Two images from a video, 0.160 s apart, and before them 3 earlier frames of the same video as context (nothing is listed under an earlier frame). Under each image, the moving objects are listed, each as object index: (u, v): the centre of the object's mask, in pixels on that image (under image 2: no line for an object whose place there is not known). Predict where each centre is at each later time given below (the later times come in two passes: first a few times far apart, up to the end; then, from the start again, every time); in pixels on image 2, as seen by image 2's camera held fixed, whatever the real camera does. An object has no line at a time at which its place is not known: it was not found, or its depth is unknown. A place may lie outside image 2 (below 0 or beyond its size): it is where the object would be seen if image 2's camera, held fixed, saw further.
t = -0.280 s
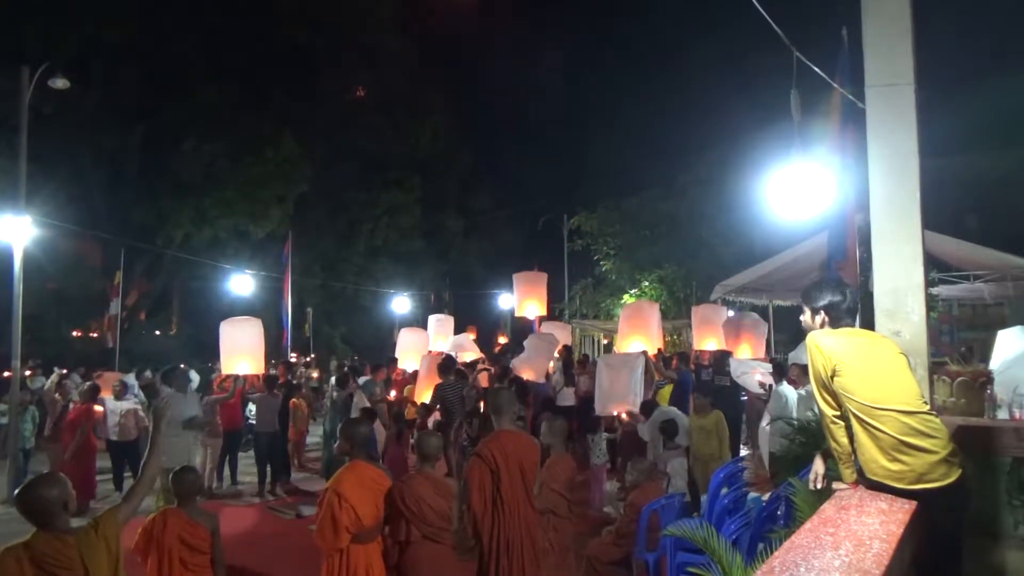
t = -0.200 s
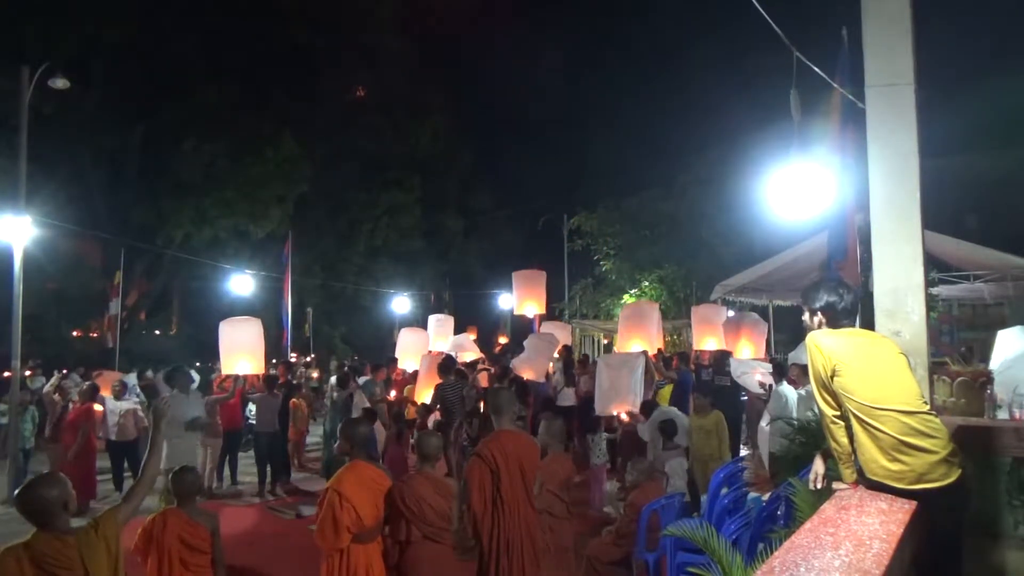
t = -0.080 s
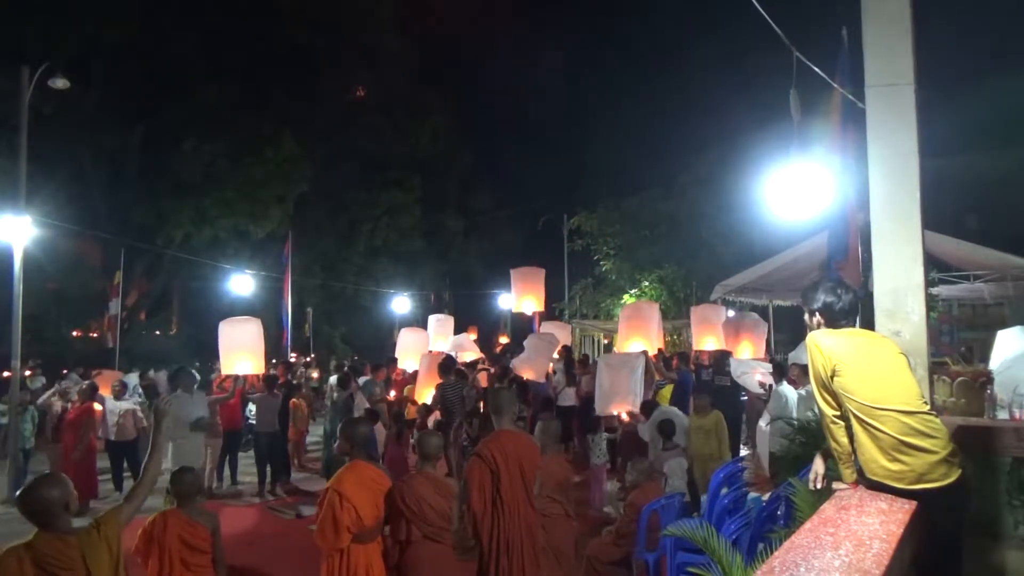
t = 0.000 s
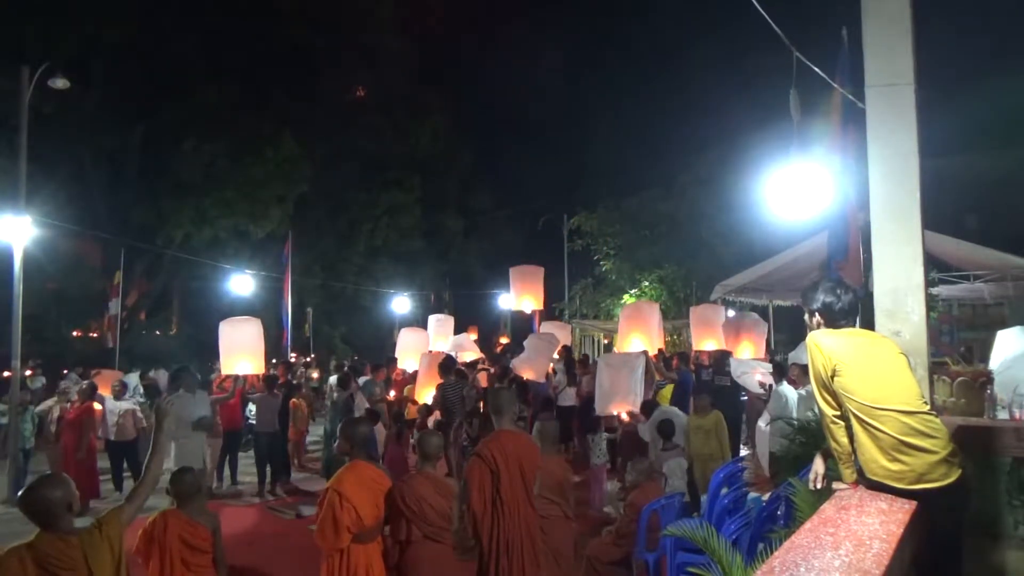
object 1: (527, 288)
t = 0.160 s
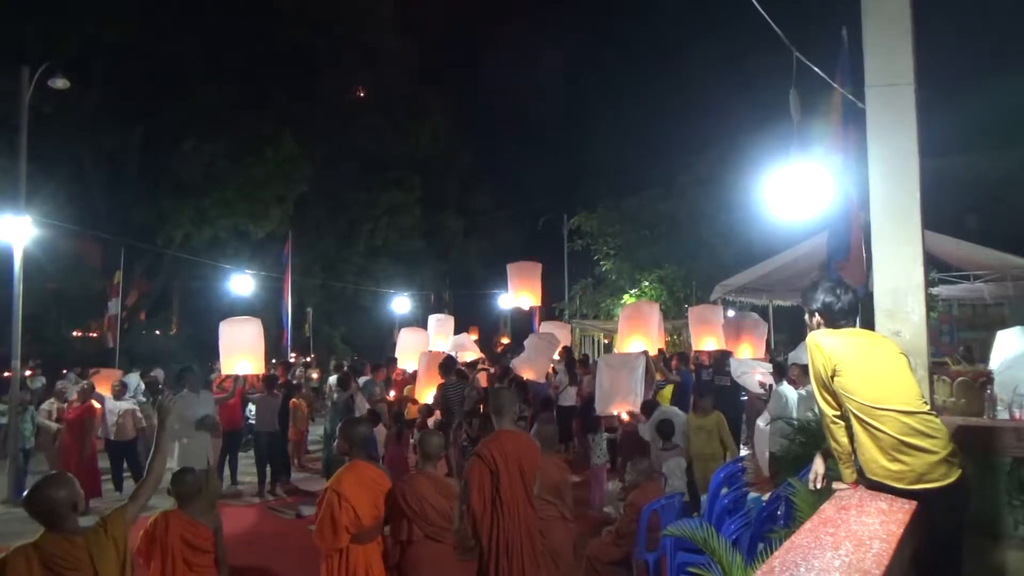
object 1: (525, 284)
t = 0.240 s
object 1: (523, 282)
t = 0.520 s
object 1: (519, 276)
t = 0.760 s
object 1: (515, 270)
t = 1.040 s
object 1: (510, 262)
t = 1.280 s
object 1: (505, 254)
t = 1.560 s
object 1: (499, 245)
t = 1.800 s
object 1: (494, 237)
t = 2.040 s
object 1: (488, 228)
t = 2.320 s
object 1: (482, 217)
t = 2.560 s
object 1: (476, 207)
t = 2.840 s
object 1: (469, 195)
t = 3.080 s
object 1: (464, 184)
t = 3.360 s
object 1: (458, 171)
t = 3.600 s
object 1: (453, 160)
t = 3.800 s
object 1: (449, 151)
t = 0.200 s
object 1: (524, 283)
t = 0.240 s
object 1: (523, 282)
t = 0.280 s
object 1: (523, 281)
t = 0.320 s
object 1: (522, 280)
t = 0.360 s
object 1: (522, 279)
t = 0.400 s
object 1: (521, 278)
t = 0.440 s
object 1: (520, 278)
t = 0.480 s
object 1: (520, 276)
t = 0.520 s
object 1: (519, 276)
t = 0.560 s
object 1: (518, 274)
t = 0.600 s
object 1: (518, 273)
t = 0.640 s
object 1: (517, 273)
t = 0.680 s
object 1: (516, 272)
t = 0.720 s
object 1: (515, 271)
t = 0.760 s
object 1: (515, 270)
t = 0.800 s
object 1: (514, 268)
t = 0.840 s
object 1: (513, 267)
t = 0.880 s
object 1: (513, 266)
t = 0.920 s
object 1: (512, 265)
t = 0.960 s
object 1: (511, 264)
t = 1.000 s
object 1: (510, 263)
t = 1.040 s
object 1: (510, 262)
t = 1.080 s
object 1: (509, 261)
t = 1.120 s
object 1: (508, 260)
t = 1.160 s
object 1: (507, 258)
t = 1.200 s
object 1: (507, 257)
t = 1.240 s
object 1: (506, 256)
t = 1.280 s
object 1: (505, 254)
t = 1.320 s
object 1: (504, 253)
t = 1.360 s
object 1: (503, 252)
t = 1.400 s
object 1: (503, 251)
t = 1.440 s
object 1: (502, 249)
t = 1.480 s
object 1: (501, 248)
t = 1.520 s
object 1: (500, 247)
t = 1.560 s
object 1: (499, 245)
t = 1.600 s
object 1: (498, 244)
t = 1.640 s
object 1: (497, 243)
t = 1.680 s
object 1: (497, 241)
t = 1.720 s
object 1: (496, 240)
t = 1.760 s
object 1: (495, 238)
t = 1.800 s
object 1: (494, 237)
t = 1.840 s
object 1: (493, 236)
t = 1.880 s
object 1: (492, 234)
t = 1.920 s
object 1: (491, 233)
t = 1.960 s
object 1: (490, 231)
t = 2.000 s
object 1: (489, 230)
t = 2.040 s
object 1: (488, 228)
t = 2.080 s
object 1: (487, 227)
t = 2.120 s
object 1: (486, 225)
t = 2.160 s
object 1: (485, 224)
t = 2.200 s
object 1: (485, 222)
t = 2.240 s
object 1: (484, 220)
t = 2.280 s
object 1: (483, 219)
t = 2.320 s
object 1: (482, 217)
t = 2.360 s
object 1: (481, 216)
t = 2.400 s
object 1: (480, 214)
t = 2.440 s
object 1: (479, 212)
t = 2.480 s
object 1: (478, 211)
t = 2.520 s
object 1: (477, 209)
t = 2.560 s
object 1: (476, 207)
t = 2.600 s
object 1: (475, 206)
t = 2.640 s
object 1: (474, 204)
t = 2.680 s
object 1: (473, 202)
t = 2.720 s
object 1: (472, 201)
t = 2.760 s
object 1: (471, 199)
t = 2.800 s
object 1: (470, 197)
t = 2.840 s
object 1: (469, 195)
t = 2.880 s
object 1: (469, 193)
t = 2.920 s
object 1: (468, 192)
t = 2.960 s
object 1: (467, 190)
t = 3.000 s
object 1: (466, 188)
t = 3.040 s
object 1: (465, 186)
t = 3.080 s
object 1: (464, 184)
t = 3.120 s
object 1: (463, 182)
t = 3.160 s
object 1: (462, 181)
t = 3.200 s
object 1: (462, 179)
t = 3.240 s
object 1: (461, 177)
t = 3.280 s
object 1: (460, 175)
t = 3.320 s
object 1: (459, 173)
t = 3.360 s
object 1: (458, 171)
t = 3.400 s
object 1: (457, 170)
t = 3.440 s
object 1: (456, 168)
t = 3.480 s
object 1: (456, 166)
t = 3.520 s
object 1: (455, 164)
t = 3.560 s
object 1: (454, 162)
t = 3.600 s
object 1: (453, 160)
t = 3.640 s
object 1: (452, 158)
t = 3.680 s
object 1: (451, 156)
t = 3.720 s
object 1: (451, 154)
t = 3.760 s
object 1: (450, 152)
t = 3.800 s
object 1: (449, 151)
